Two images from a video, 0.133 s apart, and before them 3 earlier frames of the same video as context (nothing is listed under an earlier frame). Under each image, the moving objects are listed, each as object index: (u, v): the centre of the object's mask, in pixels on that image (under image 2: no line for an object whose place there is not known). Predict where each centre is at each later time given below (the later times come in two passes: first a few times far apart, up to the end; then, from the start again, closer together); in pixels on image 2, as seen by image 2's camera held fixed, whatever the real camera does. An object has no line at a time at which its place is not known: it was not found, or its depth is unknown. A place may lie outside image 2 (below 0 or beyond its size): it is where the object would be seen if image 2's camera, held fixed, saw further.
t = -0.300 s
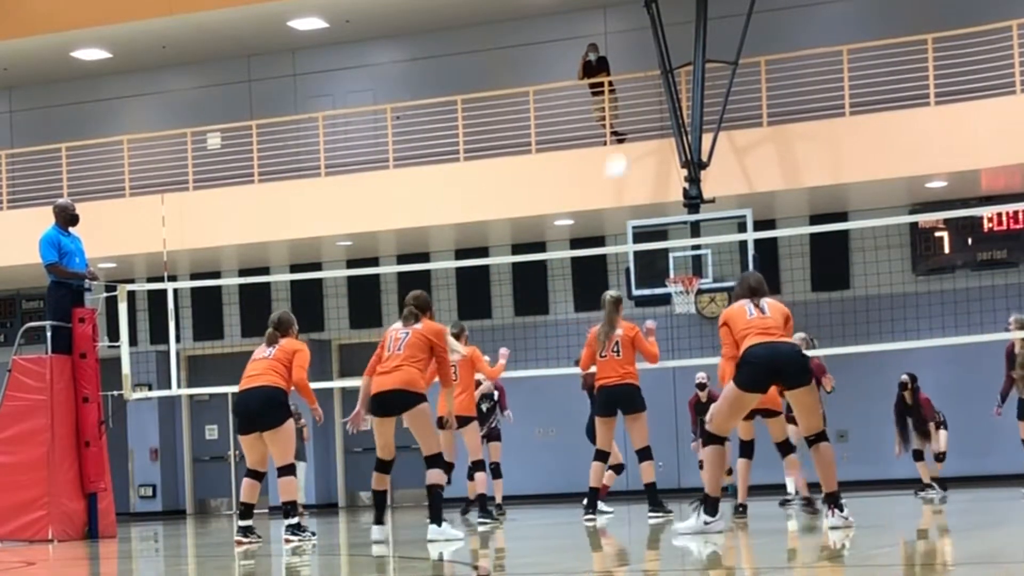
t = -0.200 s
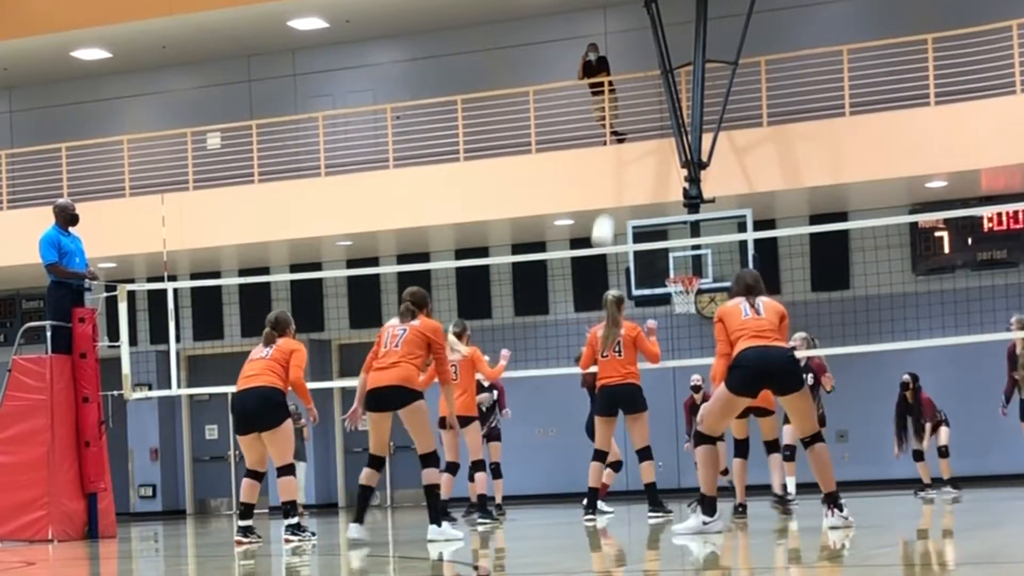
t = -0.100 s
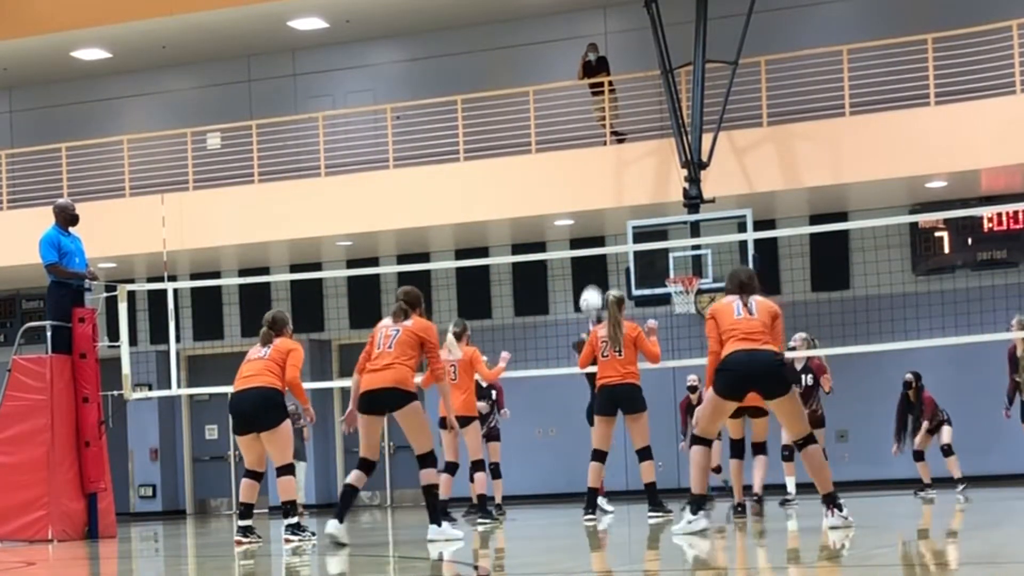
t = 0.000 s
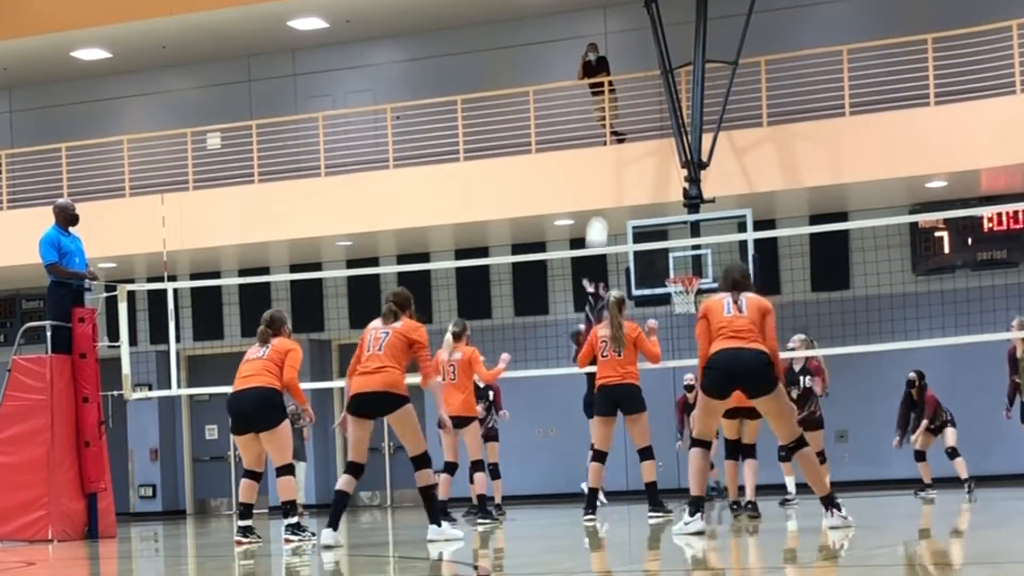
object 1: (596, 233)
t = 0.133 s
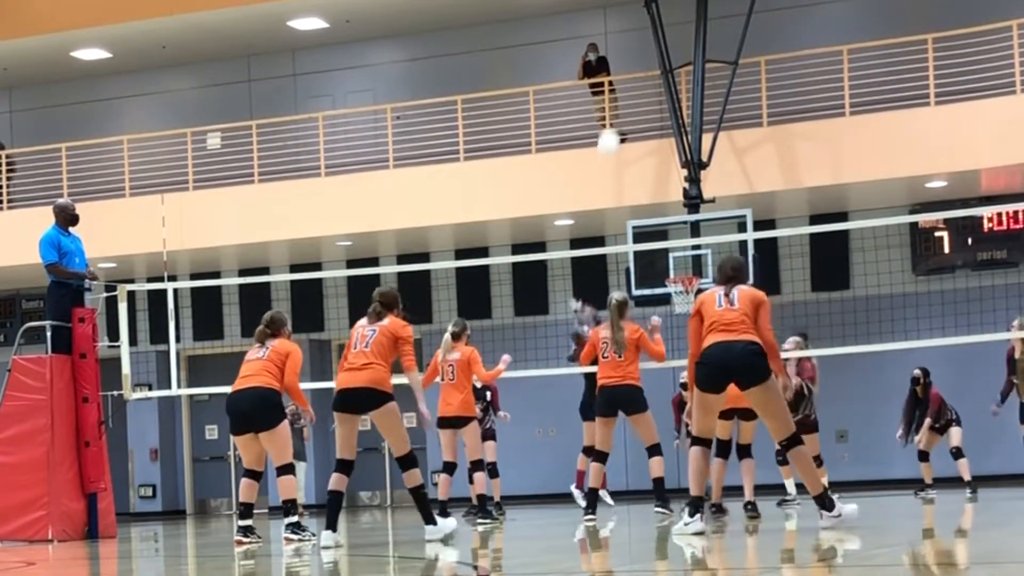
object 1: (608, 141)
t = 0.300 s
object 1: (625, 58)
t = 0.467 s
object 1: (641, 6)
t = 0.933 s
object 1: (698, 3)
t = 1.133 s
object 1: (723, 60)
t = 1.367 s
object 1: (754, 188)
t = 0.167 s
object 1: (612, 124)
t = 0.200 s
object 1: (615, 106)
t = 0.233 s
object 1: (618, 88)
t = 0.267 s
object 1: (622, 72)
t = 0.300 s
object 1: (625, 58)
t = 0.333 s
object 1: (628, 44)
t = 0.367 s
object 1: (631, 31)
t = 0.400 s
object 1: (635, 20)
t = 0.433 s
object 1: (638, 11)
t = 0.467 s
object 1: (641, 6)
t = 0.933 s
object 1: (698, 3)
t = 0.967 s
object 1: (702, 7)
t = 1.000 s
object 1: (706, 12)
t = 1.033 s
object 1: (710, 22)
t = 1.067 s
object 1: (714, 33)
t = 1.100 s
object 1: (719, 46)
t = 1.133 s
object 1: (723, 60)
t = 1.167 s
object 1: (727, 74)
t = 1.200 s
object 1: (732, 91)
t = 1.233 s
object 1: (736, 108)
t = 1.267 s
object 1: (740, 123)
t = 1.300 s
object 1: (745, 142)
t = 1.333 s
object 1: (748, 163)
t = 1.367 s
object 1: (754, 188)
